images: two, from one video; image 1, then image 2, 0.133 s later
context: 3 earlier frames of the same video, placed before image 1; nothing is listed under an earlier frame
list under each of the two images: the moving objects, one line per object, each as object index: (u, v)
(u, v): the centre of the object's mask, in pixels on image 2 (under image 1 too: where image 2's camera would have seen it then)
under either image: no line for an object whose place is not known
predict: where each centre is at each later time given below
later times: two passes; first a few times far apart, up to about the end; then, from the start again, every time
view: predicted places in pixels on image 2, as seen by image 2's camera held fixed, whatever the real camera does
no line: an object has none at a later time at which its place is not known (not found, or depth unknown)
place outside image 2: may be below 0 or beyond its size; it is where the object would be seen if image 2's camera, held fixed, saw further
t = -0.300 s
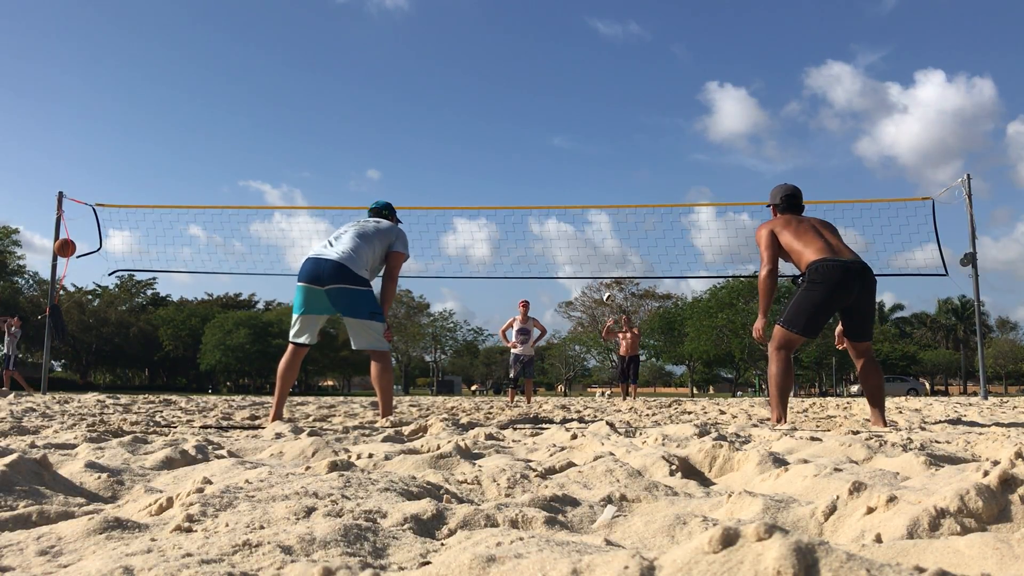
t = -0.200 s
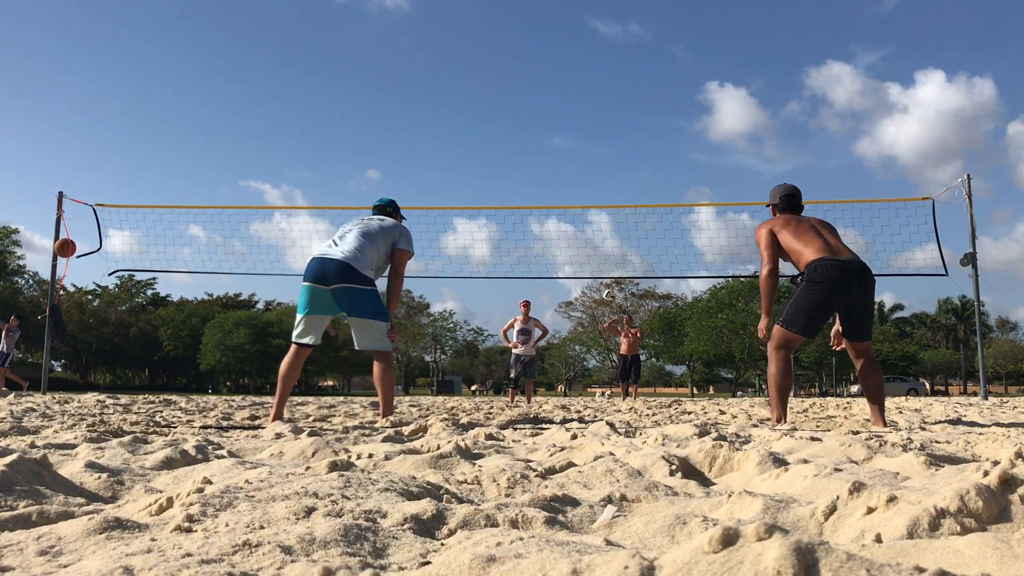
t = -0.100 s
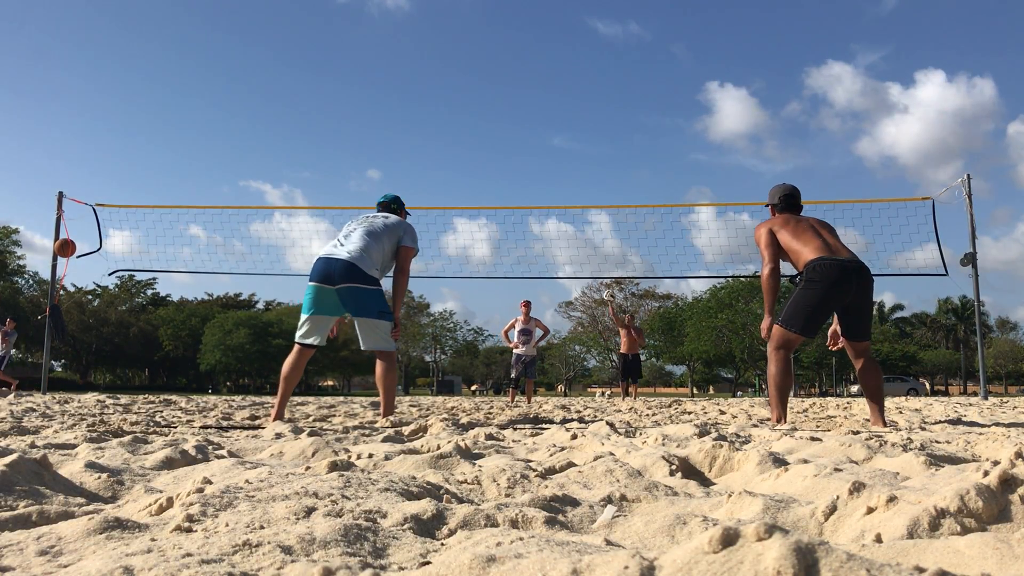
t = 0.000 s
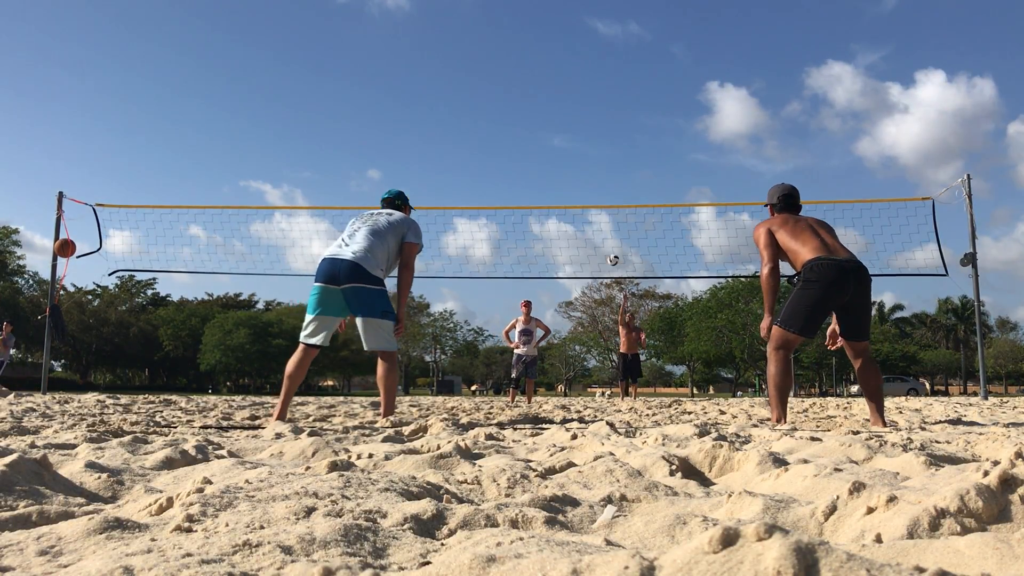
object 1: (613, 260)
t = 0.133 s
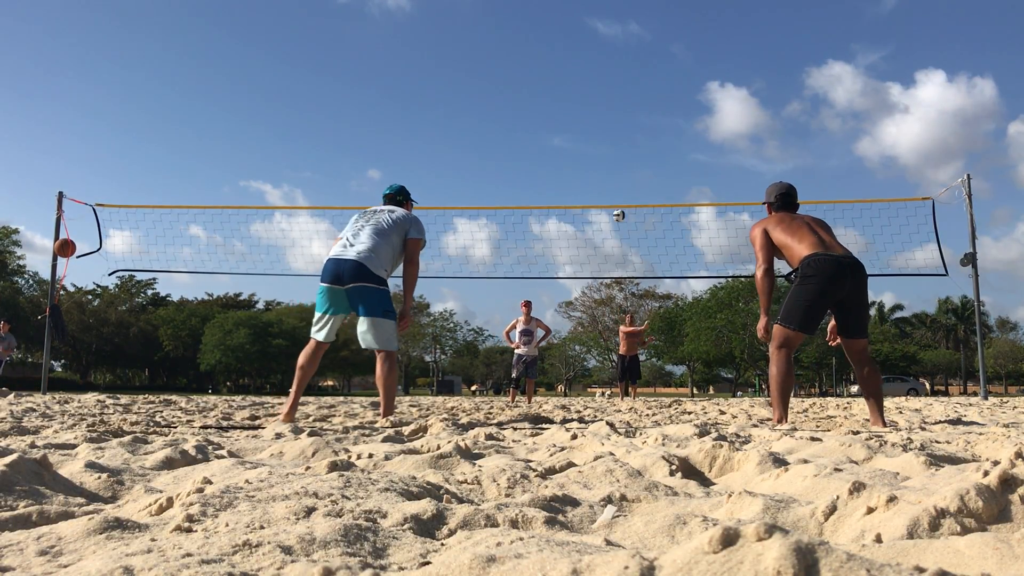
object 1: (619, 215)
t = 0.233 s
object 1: (624, 184)
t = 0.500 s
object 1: (640, 116)
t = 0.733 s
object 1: (654, 83)
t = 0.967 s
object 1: (671, 88)
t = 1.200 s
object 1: (696, 154)
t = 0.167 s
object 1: (620, 204)
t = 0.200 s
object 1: (622, 194)
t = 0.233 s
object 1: (624, 184)
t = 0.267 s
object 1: (626, 175)
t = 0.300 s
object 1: (628, 165)
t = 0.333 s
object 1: (630, 156)
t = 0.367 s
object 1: (632, 147)
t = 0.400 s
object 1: (634, 139)
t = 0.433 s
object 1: (636, 131)
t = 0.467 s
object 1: (638, 123)
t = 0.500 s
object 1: (640, 116)
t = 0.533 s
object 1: (642, 110)
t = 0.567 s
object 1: (644, 104)
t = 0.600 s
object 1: (646, 98)
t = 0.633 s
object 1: (648, 93)
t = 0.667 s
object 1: (650, 90)
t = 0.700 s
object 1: (652, 86)
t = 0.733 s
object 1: (654, 83)
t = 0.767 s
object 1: (656, 81)
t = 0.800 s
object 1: (658, 80)
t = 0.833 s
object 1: (660, 80)
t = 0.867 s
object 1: (663, 80)
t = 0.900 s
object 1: (665, 82)
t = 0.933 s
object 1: (668, 84)
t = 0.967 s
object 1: (671, 88)
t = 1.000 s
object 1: (674, 93)
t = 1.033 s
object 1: (677, 99)
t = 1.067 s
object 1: (680, 107)
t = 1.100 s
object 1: (684, 116)
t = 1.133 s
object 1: (688, 127)
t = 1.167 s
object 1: (691, 140)
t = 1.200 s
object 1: (696, 154)
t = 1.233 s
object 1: (700, 171)
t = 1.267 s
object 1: (705, 190)
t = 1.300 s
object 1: (710, 212)
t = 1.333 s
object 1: (716, 236)
